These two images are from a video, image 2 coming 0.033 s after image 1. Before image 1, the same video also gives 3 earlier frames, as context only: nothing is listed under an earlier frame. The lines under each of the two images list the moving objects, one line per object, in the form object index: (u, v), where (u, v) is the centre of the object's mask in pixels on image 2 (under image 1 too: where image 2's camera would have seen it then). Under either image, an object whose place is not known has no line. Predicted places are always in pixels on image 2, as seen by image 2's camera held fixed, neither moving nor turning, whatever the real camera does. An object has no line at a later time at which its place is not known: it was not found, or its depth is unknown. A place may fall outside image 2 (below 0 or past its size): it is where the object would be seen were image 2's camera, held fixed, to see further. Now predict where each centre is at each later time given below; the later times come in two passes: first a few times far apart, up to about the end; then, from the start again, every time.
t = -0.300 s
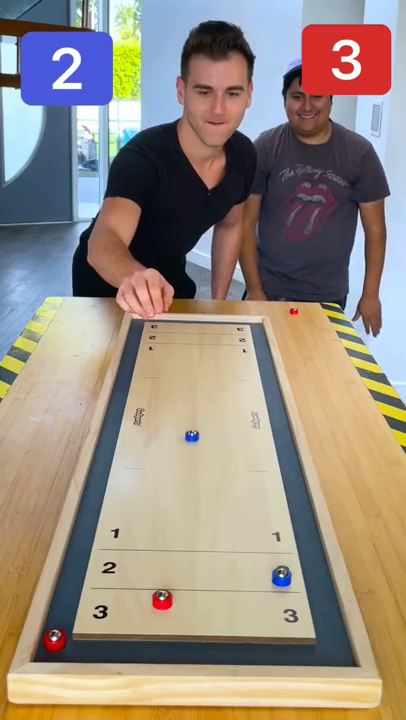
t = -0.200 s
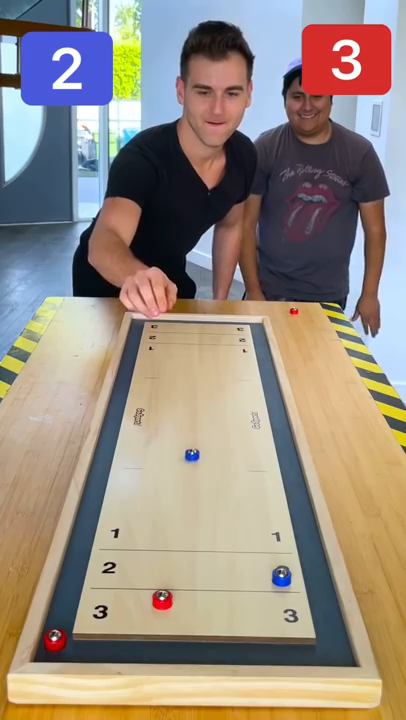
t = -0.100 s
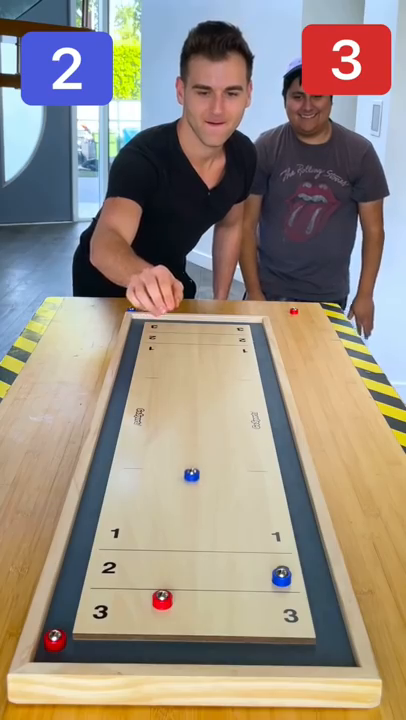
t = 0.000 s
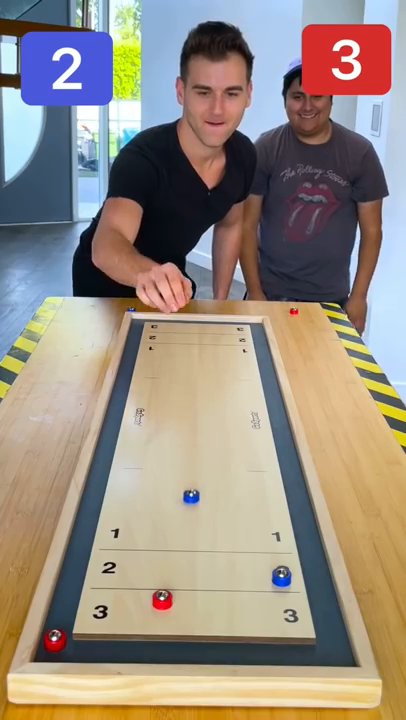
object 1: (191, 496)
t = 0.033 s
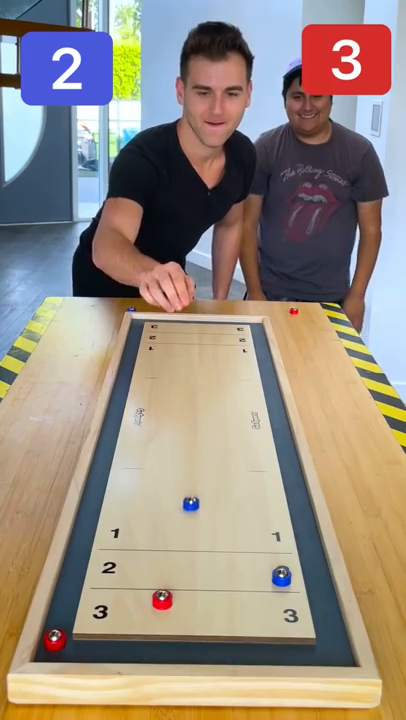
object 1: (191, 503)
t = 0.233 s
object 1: (188, 551)
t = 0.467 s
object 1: (183, 612)
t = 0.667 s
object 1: (177, 656)
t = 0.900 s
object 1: (173, 658)
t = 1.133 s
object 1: (173, 658)
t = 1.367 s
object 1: (173, 658)
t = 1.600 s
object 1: (172, 657)
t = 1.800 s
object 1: (172, 657)
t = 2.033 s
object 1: (172, 657)
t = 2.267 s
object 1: (172, 657)
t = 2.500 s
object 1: (172, 657)
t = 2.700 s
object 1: (172, 657)
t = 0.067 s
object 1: (190, 511)
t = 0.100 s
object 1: (190, 519)
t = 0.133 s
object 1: (189, 527)
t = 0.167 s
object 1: (189, 535)
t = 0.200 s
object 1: (189, 543)
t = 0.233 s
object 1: (188, 551)
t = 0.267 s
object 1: (187, 559)
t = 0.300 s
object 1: (187, 568)
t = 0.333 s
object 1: (186, 577)
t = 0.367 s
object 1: (186, 585)
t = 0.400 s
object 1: (185, 594)
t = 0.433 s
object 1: (184, 603)
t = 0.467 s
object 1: (183, 612)
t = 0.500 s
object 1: (182, 622)
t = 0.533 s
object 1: (181, 631)
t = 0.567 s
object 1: (181, 643)
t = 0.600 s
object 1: (180, 652)
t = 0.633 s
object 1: (179, 657)
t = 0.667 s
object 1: (177, 656)
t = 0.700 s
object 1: (176, 658)
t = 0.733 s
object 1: (175, 657)
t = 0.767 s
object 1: (174, 658)
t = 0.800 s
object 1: (174, 658)
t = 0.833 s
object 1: (173, 658)
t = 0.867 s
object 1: (173, 658)
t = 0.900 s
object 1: (173, 658)
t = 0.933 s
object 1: (173, 658)
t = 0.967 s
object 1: (173, 658)
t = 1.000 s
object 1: (173, 658)
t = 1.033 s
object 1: (173, 657)
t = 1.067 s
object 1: (173, 658)
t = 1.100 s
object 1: (173, 658)
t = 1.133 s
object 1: (173, 658)
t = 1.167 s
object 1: (173, 658)
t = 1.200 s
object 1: (173, 658)
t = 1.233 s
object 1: (173, 658)
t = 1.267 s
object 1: (173, 658)
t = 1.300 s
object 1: (173, 658)
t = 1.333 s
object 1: (173, 657)
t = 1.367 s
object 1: (173, 658)
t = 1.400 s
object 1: (173, 657)
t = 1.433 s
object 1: (172, 658)
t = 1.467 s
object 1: (172, 658)
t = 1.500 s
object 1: (172, 658)
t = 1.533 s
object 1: (172, 657)
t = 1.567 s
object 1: (172, 657)
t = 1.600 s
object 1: (172, 657)
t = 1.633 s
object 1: (172, 658)
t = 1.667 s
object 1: (172, 657)
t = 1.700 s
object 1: (172, 658)
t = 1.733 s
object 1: (172, 658)
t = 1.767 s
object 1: (172, 657)
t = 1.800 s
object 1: (172, 657)
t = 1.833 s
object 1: (172, 657)
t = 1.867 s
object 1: (172, 657)
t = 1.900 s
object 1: (172, 657)
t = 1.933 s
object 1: (172, 657)
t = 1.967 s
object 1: (172, 657)
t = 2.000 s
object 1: (172, 657)
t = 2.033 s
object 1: (172, 657)
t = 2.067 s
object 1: (172, 657)
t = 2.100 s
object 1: (172, 658)
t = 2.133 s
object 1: (172, 657)
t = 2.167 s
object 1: (172, 657)
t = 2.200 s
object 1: (172, 657)
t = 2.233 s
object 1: (172, 657)
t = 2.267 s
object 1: (172, 657)
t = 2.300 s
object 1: (172, 657)
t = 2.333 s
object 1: (172, 657)
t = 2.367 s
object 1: (172, 657)
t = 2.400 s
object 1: (172, 657)
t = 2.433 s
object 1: (172, 657)
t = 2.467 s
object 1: (172, 657)
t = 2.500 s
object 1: (172, 657)
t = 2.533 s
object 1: (172, 657)
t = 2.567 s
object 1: (172, 657)
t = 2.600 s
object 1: (172, 657)
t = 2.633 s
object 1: (172, 657)
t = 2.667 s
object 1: (172, 657)
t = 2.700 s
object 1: (172, 657)
